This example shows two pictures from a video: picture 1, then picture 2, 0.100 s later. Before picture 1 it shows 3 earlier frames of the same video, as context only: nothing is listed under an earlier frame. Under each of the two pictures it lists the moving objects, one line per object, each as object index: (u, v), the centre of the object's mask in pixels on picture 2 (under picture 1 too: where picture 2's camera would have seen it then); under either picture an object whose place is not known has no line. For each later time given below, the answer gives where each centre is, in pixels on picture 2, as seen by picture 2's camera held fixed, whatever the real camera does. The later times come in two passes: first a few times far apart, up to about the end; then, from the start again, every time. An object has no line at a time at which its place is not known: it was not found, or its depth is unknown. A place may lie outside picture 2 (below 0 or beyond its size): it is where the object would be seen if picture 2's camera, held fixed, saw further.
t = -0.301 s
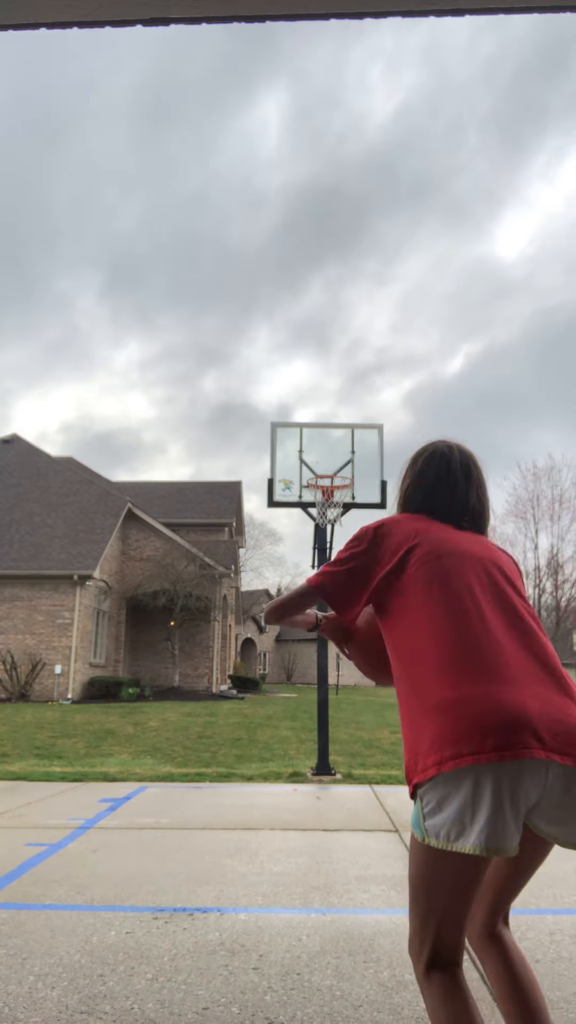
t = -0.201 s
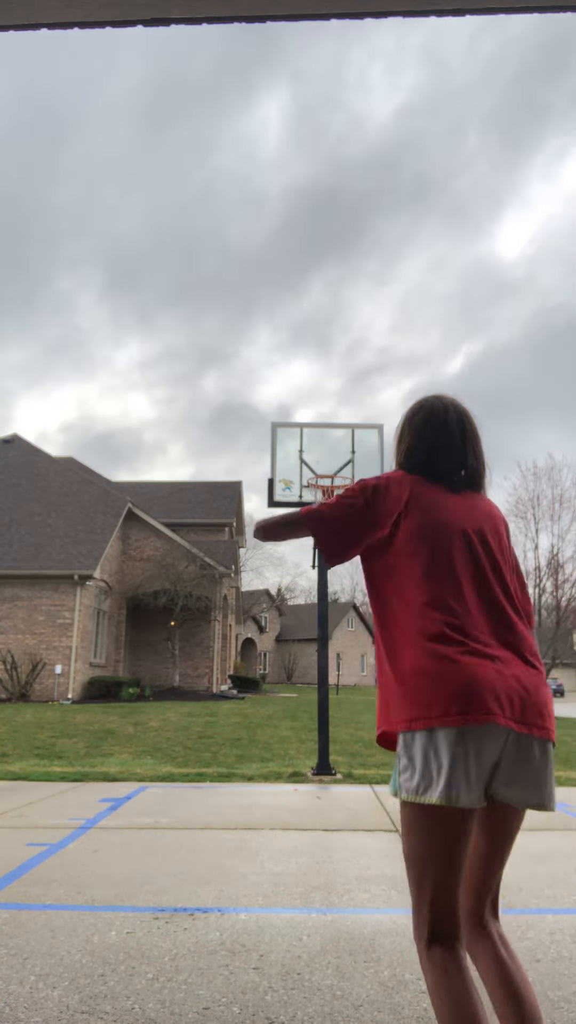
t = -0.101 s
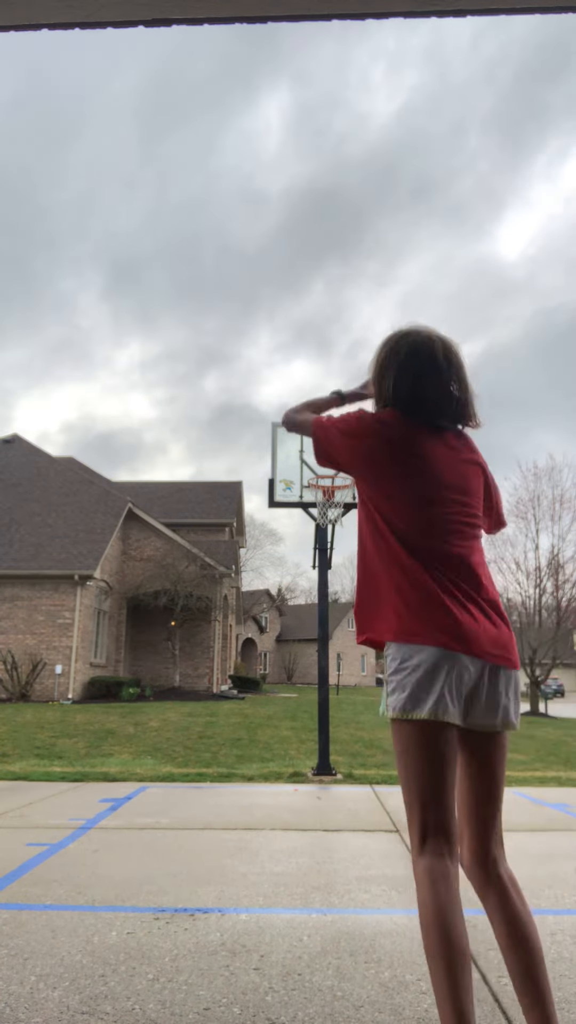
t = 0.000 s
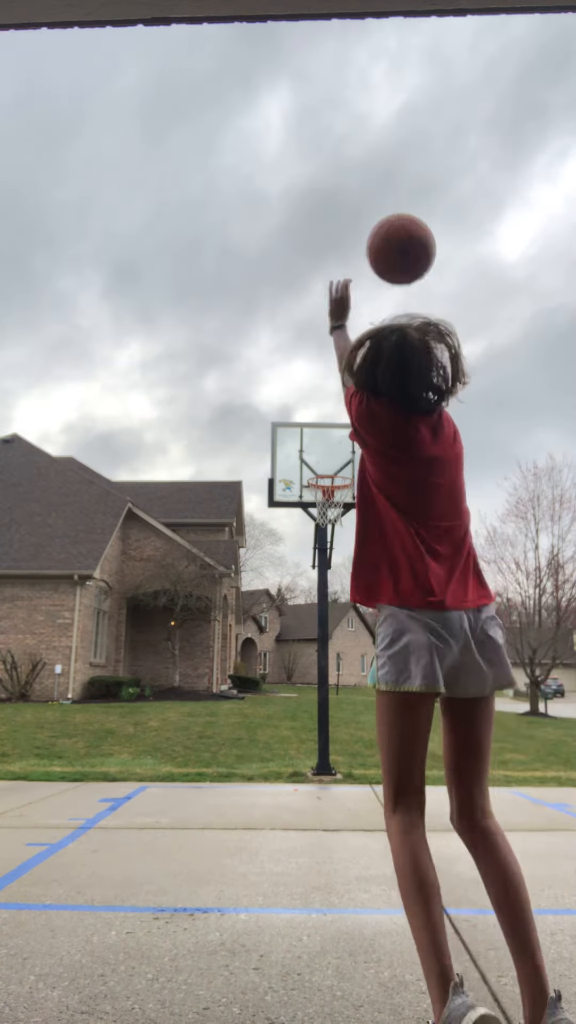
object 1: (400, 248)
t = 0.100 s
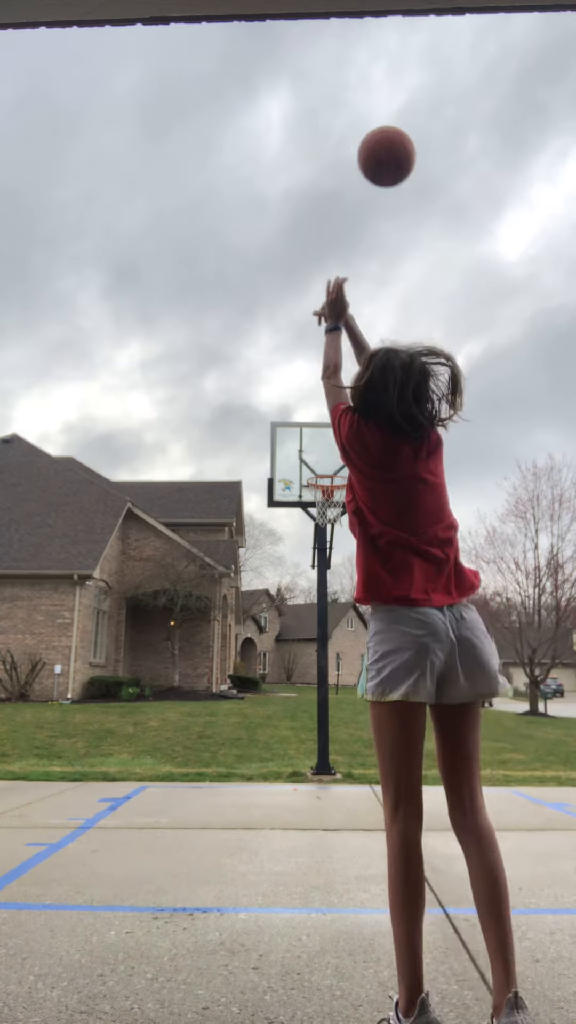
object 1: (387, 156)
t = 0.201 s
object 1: (377, 108)
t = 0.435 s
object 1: (362, 86)
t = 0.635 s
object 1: (354, 124)
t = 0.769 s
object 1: (351, 168)
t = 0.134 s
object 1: (383, 136)
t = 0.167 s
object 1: (379, 121)
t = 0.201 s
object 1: (377, 108)
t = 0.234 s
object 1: (374, 99)
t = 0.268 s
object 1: (371, 92)
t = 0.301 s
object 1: (369, 87)
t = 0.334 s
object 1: (367, 84)
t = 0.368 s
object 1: (365, 84)
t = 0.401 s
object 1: (363, 84)
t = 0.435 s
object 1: (362, 86)
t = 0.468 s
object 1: (360, 90)
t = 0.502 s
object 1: (359, 94)
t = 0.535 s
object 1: (358, 100)
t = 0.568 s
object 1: (356, 107)
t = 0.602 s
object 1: (355, 115)
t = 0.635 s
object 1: (354, 124)
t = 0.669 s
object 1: (353, 133)
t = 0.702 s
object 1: (353, 144)
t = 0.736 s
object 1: (352, 156)
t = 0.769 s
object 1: (351, 168)
